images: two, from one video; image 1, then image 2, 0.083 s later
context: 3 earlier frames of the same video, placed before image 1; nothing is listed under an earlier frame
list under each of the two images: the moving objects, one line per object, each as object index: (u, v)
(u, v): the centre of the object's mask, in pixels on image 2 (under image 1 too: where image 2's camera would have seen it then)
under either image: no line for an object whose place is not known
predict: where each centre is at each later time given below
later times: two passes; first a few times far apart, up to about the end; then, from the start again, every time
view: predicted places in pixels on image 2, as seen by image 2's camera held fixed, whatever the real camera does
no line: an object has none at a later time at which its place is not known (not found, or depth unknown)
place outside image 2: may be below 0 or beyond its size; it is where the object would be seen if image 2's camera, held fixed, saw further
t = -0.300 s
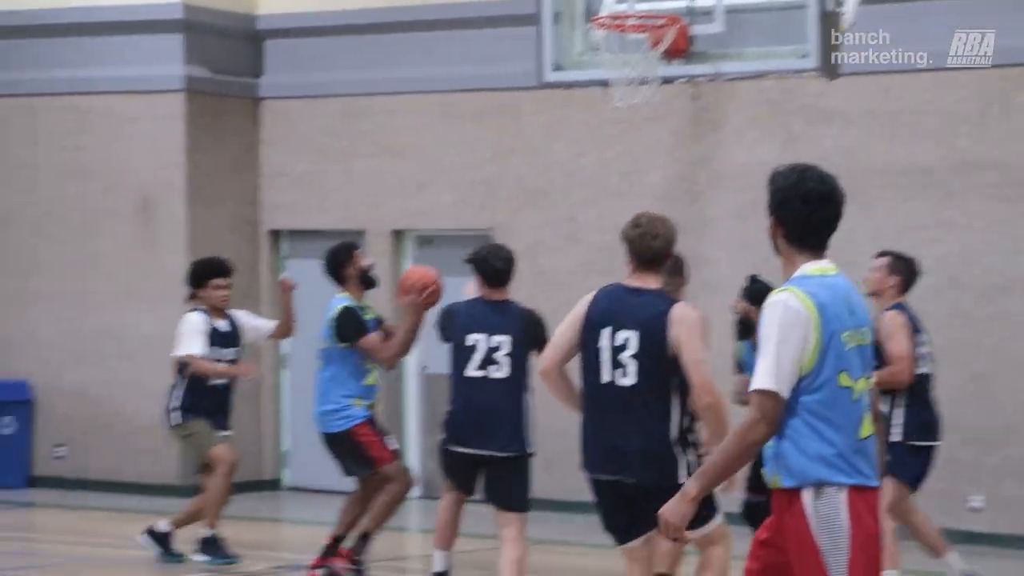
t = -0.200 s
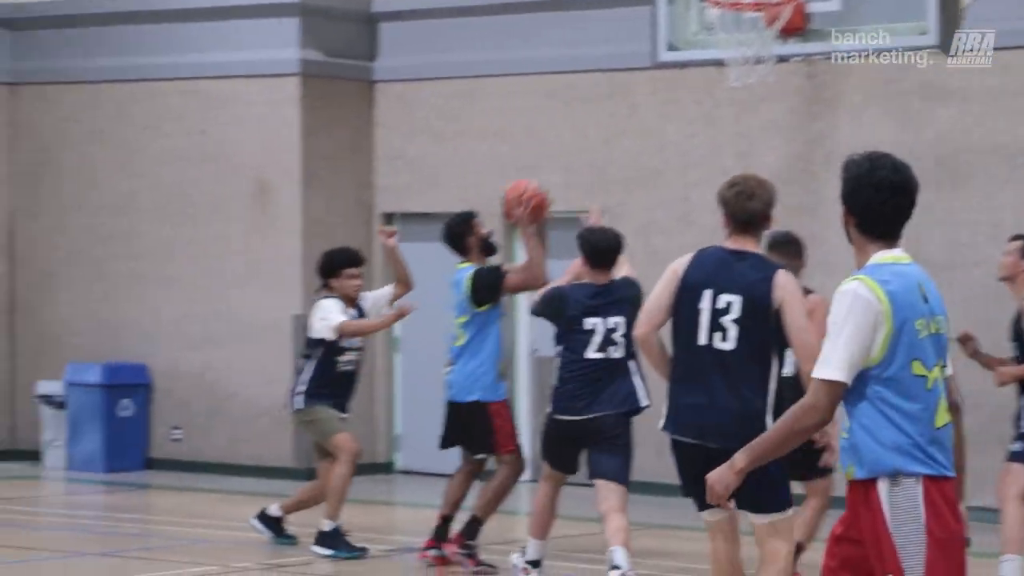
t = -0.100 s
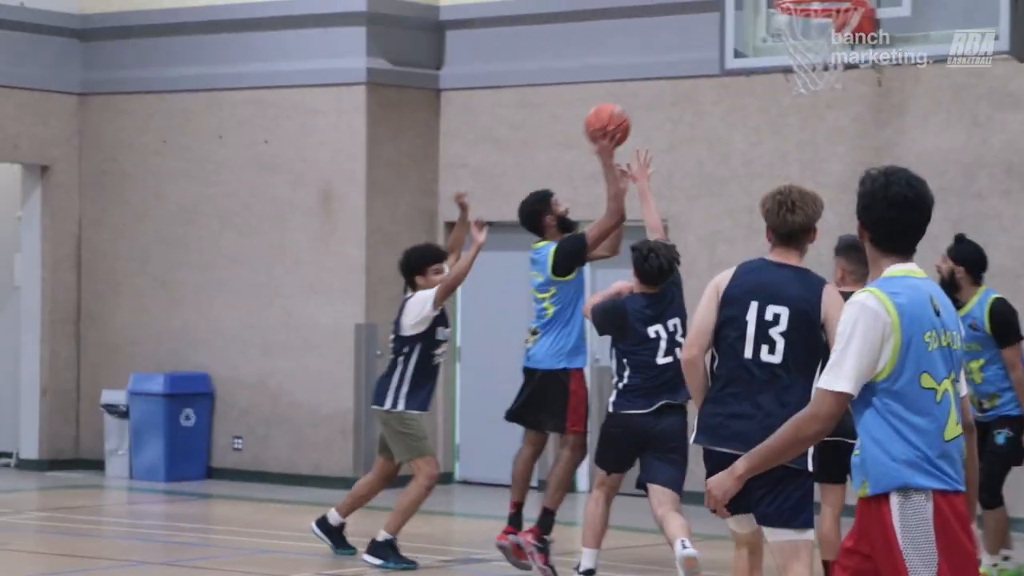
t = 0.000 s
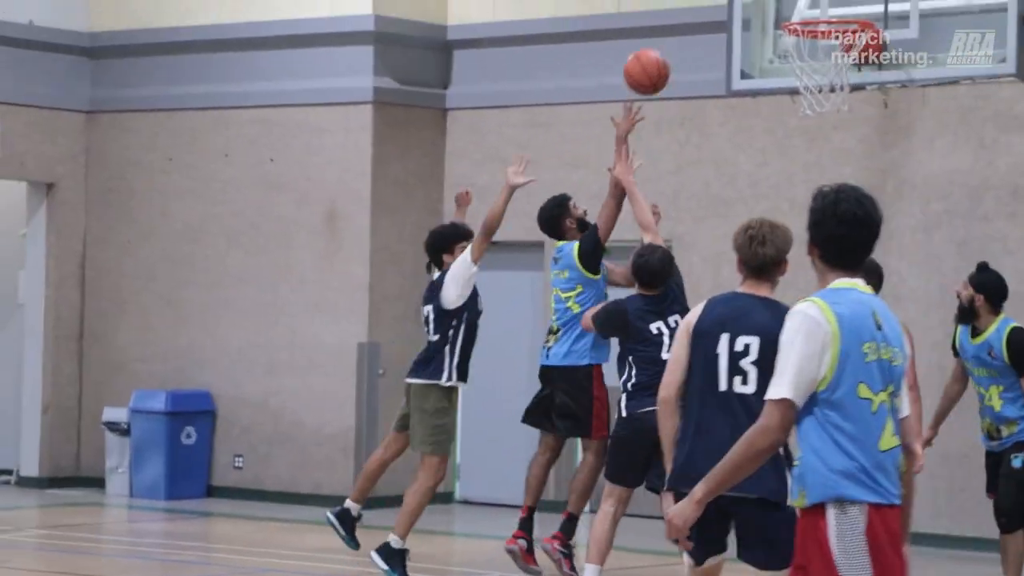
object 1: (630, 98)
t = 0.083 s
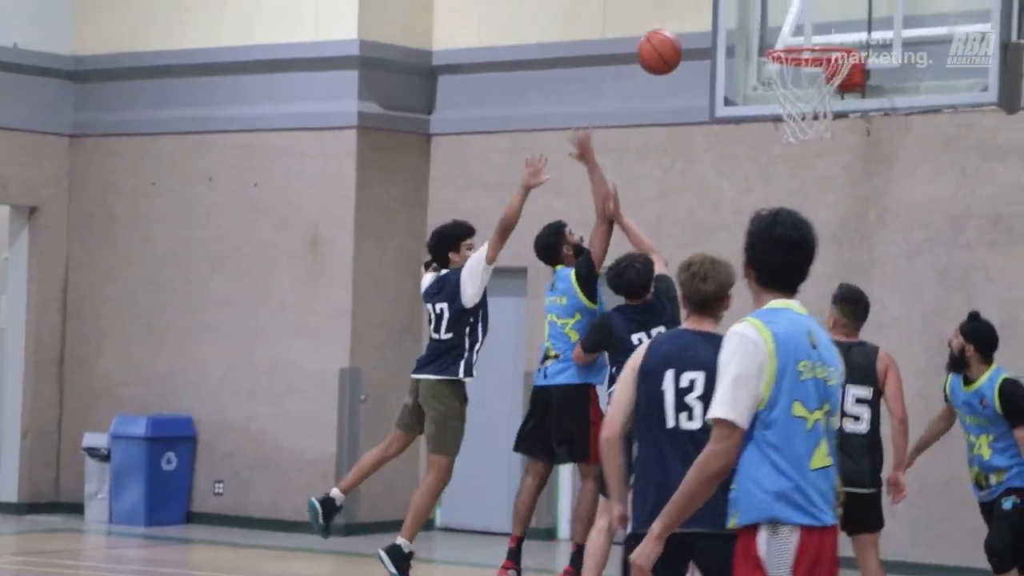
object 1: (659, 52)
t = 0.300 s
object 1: (731, -7)
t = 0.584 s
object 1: (818, 39)
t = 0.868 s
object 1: (846, 157)
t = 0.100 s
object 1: (665, 44)
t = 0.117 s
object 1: (671, 37)
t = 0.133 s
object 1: (676, 31)
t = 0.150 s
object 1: (682, 25)
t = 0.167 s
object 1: (687, 19)
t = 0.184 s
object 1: (693, 14)
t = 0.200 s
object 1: (698, 9)
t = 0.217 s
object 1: (704, 5)
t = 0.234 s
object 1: (709, 2)
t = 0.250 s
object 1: (715, -1)
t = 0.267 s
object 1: (720, -3)
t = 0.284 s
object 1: (726, -5)
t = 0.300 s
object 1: (731, -7)
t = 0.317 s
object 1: (735, -8)
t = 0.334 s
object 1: (741, -8)
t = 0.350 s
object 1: (747, -7)
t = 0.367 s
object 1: (752, -7)
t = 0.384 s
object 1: (757, -5)
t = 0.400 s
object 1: (762, -4)
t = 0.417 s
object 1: (767, -1)
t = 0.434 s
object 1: (772, 2)
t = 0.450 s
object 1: (777, 5)
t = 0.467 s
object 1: (782, 9)
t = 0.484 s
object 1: (787, 14)
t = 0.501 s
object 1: (792, 18)
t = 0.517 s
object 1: (797, 24)
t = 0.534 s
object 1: (802, 29)
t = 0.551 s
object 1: (807, 33)
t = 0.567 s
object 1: (813, 36)
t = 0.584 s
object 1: (818, 39)
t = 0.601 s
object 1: (822, 59)
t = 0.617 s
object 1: (823, 70)
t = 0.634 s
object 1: (826, 76)
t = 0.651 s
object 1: (832, 82)
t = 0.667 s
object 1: (838, 88)
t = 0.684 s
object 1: (841, 93)
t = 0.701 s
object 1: (842, 99)
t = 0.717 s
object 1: (844, 112)
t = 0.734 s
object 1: (836, 118)
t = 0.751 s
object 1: (841, 120)
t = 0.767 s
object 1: (844, 122)
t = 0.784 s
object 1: (845, 124)
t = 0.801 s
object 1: (845, 128)
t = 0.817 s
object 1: (845, 134)
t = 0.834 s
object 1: (846, 141)
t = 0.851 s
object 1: (846, 149)
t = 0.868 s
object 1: (846, 157)
